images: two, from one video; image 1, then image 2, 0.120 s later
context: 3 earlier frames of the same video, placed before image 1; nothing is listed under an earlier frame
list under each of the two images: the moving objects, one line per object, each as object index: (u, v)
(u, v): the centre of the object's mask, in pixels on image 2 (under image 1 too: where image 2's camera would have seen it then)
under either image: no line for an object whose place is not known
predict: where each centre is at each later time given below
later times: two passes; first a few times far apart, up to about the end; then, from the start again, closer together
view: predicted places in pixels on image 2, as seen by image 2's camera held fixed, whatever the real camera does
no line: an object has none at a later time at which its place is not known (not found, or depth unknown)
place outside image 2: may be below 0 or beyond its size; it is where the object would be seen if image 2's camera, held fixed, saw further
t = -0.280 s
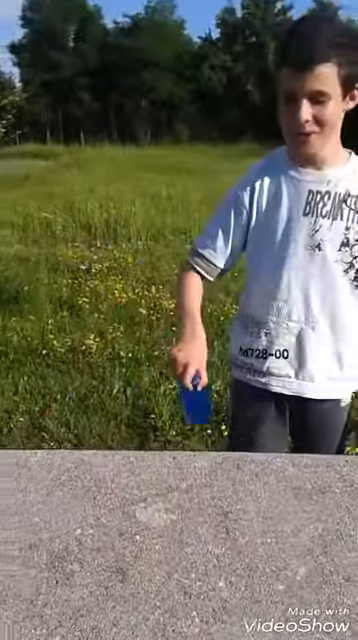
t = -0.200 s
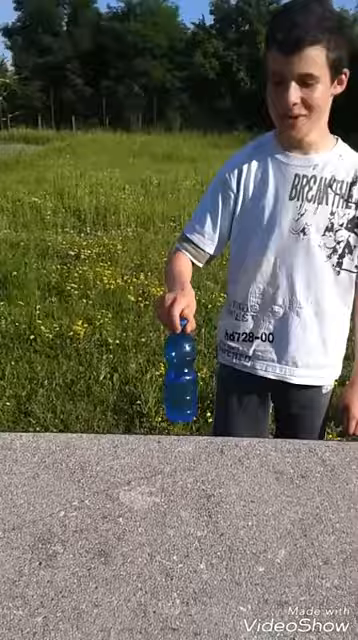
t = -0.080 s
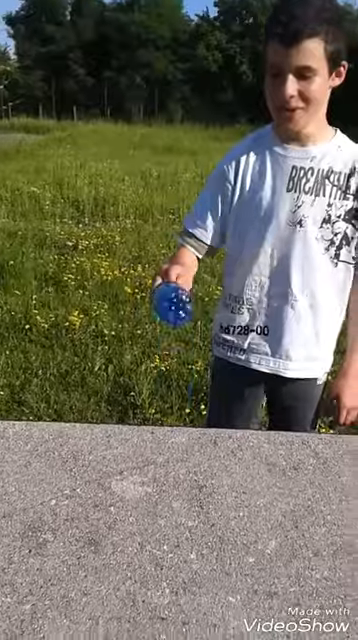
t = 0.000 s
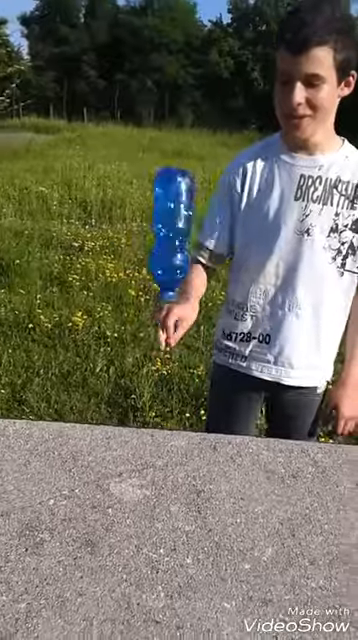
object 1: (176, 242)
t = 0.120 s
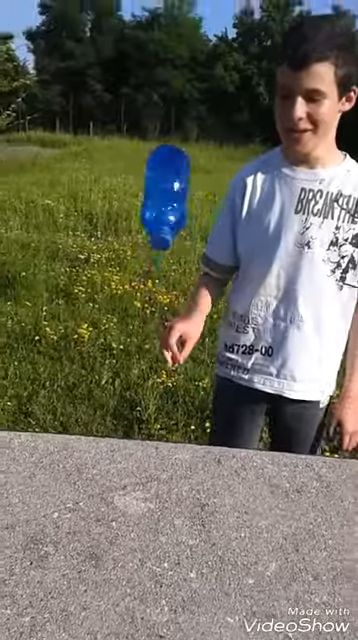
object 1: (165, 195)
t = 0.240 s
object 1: (142, 242)
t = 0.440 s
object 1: (105, 521)
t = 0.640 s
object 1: (78, 603)
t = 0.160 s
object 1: (154, 202)
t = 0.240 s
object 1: (142, 242)
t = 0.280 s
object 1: (136, 271)
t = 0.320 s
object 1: (132, 312)
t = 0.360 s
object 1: (118, 413)
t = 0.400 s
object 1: (110, 474)
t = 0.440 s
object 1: (105, 521)
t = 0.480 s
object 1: (99, 547)
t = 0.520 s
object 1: (90, 584)
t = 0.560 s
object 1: (88, 593)
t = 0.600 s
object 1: (85, 599)
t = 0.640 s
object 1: (78, 603)
